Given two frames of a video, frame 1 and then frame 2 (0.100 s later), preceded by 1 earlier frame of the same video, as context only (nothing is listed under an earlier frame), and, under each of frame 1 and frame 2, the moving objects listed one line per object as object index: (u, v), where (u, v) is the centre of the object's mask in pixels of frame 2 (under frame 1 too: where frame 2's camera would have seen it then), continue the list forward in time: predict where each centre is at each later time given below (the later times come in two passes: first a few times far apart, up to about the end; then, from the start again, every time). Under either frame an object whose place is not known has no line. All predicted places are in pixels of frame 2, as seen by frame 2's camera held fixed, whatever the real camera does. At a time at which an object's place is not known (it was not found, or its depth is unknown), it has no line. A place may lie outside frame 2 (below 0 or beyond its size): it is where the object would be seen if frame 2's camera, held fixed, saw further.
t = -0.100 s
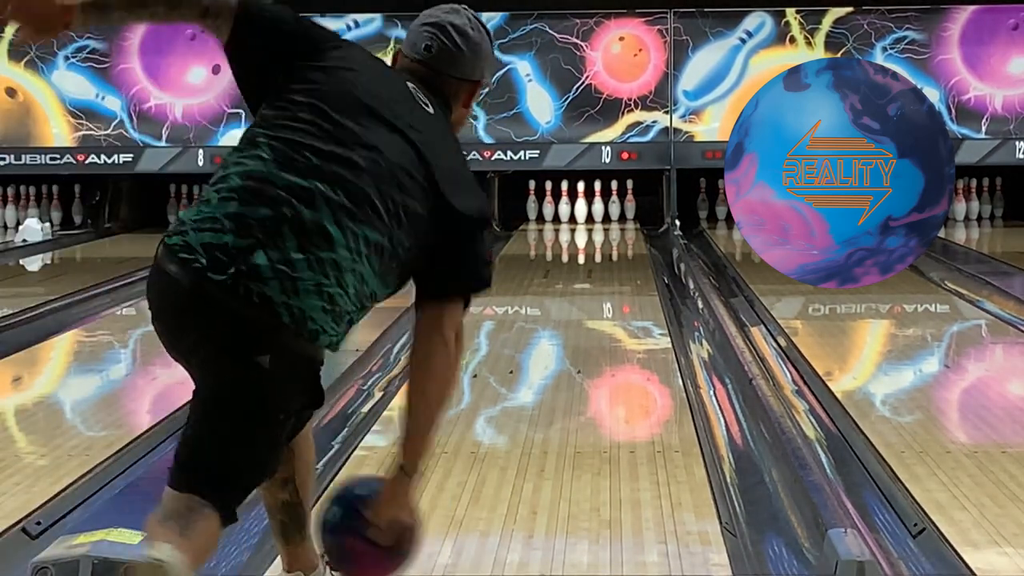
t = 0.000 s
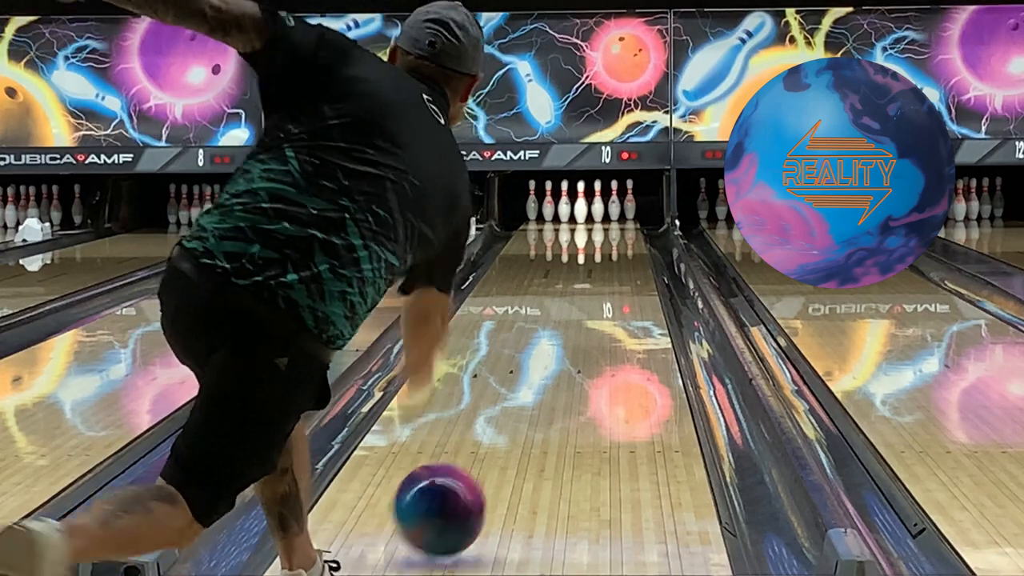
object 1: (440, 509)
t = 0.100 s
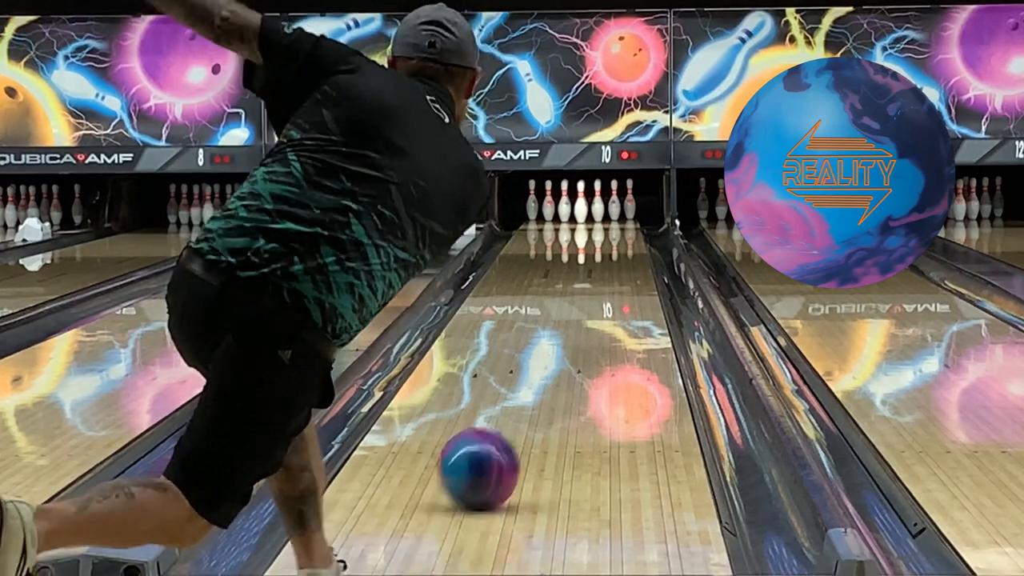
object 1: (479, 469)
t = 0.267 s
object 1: (527, 410)
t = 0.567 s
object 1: (580, 341)
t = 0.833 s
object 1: (609, 302)
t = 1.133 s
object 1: (629, 271)
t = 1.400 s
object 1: (637, 252)
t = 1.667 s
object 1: (638, 236)
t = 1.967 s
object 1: (624, 224)
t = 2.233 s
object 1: (602, 216)
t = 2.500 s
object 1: (595, 209)
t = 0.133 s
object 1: (490, 456)
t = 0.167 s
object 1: (500, 443)
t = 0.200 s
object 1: (509, 431)
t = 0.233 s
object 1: (518, 420)
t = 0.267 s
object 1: (527, 410)
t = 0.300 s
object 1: (534, 400)
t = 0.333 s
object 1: (541, 390)
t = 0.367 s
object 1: (548, 382)
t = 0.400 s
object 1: (554, 374)
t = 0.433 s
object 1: (560, 366)
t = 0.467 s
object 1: (566, 360)
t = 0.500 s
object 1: (570, 353)
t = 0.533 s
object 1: (575, 346)
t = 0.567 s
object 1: (580, 341)
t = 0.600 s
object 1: (584, 335)
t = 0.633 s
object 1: (588, 330)
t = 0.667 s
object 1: (592, 324)
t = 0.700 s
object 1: (596, 319)
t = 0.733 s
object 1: (600, 315)
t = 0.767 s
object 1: (603, 310)
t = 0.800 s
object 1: (606, 306)
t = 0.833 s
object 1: (609, 302)
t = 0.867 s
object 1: (612, 297)
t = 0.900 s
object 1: (614, 293)
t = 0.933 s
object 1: (616, 290)
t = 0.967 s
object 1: (619, 286)
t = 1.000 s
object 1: (621, 284)
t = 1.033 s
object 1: (623, 280)
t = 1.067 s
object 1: (625, 277)
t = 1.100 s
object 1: (627, 273)
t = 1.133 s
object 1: (629, 271)
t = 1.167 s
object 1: (631, 268)
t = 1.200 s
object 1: (632, 266)
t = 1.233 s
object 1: (633, 263)
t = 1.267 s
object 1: (634, 261)
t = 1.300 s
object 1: (636, 258)
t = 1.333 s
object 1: (637, 256)
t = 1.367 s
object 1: (637, 253)
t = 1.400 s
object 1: (637, 252)
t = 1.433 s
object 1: (638, 249)
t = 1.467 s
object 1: (639, 246)
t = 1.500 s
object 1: (639, 245)
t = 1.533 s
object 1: (639, 243)
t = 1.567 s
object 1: (639, 241)
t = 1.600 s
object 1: (639, 240)
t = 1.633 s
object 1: (639, 238)
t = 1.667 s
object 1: (638, 236)
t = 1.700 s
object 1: (638, 234)
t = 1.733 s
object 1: (636, 233)
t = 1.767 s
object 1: (635, 231)
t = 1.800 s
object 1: (634, 231)
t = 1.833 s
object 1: (632, 229)
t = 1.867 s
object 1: (630, 228)
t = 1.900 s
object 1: (628, 226)
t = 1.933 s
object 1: (626, 225)
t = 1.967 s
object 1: (624, 224)
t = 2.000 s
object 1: (621, 222)
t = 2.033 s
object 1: (619, 221)
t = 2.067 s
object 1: (616, 220)
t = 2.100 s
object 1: (613, 219)
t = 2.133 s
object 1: (610, 218)
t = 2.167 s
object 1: (607, 217)
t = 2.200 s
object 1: (604, 216)
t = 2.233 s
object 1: (602, 216)
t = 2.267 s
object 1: (600, 215)
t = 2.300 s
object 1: (597, 213)
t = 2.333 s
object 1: (594, 212)
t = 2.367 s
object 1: (593, 211)
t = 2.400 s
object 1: (594, 211)
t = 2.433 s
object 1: (594, 210)
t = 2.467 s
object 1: (595, 210)
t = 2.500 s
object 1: (595, 209)
